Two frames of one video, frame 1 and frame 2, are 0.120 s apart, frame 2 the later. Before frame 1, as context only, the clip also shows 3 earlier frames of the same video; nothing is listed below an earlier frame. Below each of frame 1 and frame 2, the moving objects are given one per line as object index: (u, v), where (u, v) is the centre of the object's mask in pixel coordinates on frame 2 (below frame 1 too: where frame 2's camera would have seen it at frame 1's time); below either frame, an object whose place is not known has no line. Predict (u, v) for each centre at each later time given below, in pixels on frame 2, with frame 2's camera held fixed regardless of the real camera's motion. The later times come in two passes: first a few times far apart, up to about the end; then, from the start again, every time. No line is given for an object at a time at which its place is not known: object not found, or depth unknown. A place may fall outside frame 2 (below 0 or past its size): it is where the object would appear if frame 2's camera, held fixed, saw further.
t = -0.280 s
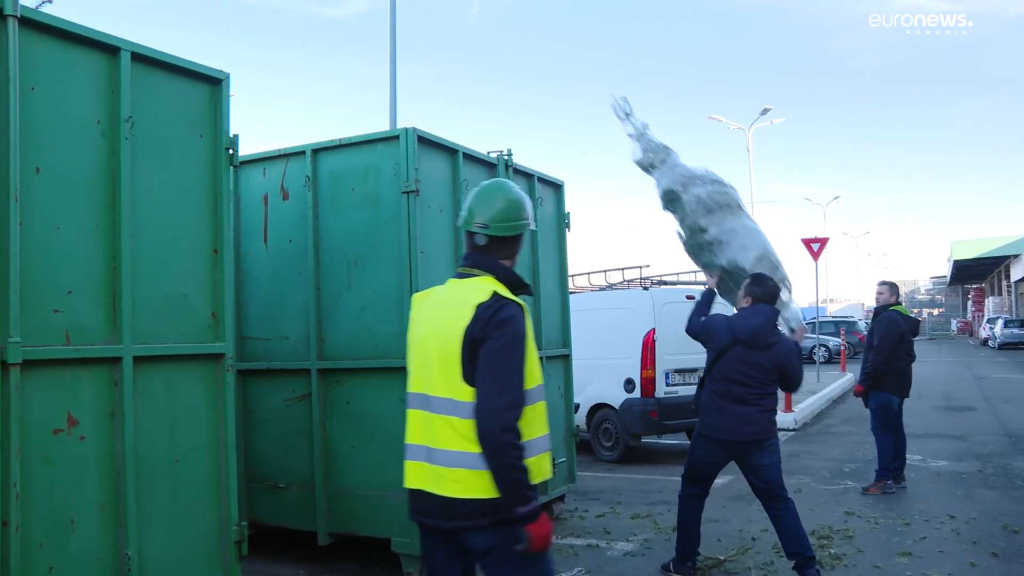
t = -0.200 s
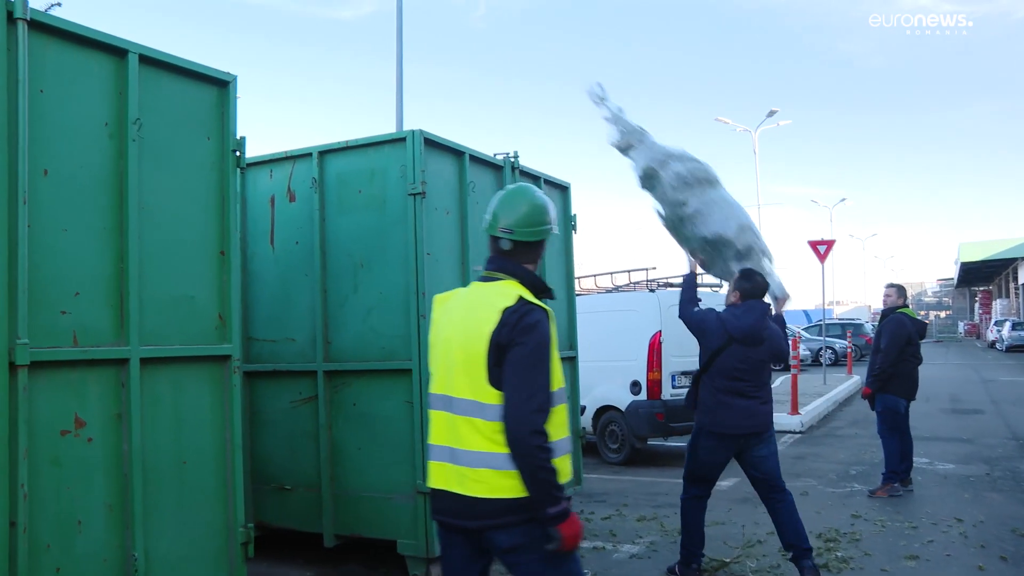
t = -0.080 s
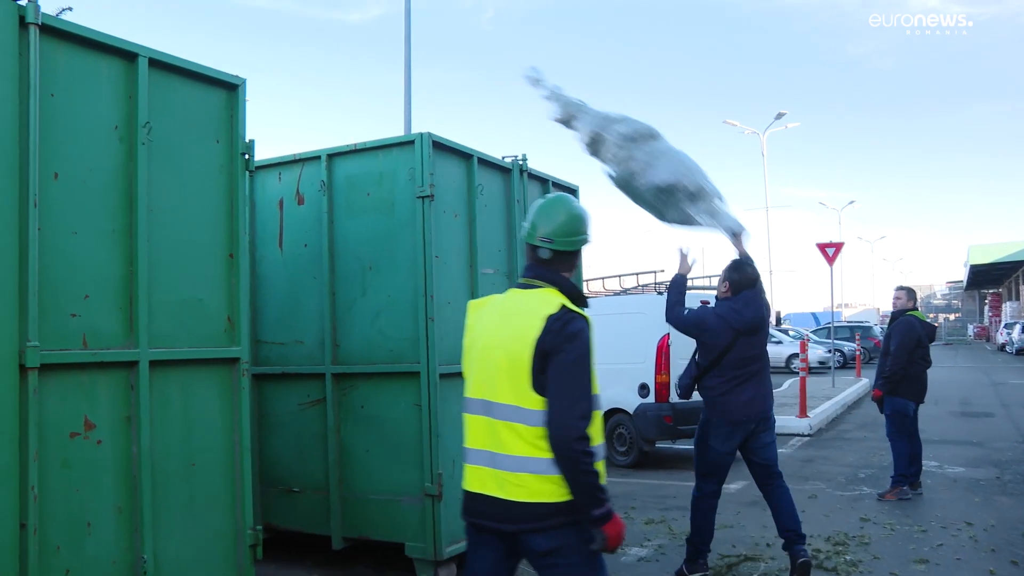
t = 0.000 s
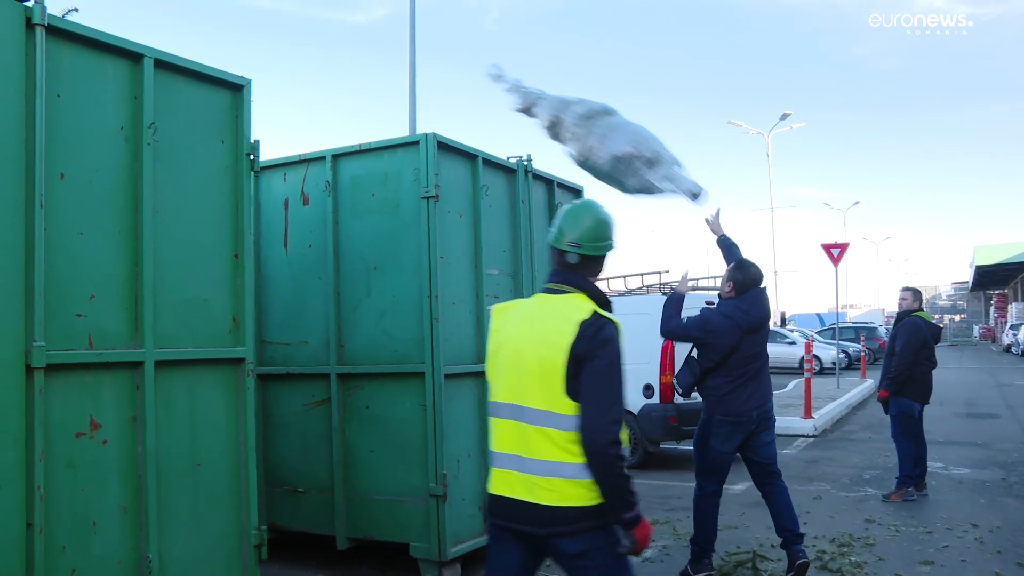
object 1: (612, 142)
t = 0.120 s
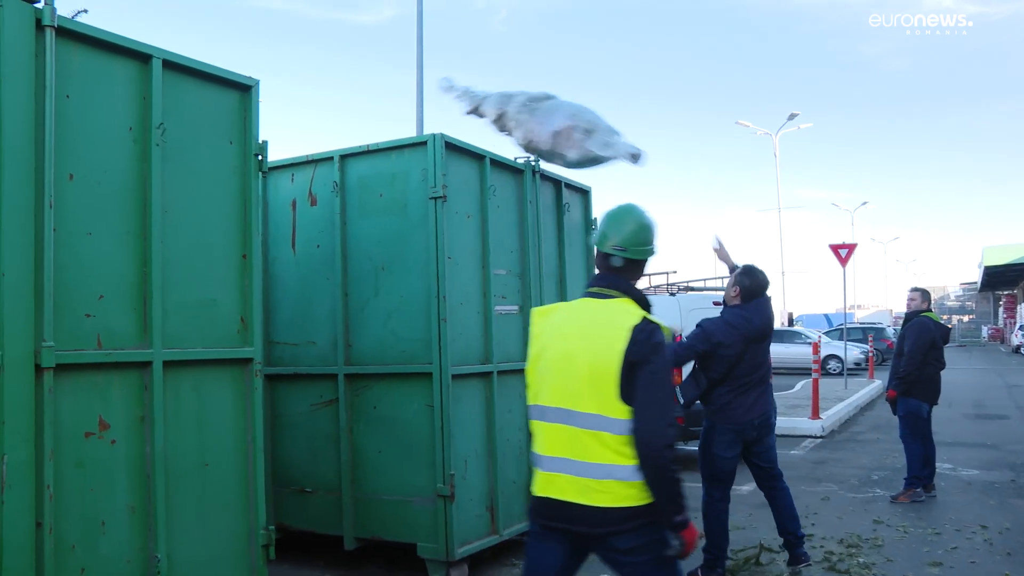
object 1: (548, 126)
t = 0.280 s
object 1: (530, 127)
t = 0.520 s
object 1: (512, 124)
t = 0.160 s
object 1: (527, 125)
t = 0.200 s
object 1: (515, 127)
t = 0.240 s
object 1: (522, 128)
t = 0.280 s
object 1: (530, 127)
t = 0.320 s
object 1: (534, 125)
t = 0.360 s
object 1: (533, 123)
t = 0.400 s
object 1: (529, 122)
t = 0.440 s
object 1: (524, 121)
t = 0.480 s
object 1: (518, 122)
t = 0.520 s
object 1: (512, 124)
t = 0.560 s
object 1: (507, 127)
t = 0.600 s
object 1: (503, 130)
